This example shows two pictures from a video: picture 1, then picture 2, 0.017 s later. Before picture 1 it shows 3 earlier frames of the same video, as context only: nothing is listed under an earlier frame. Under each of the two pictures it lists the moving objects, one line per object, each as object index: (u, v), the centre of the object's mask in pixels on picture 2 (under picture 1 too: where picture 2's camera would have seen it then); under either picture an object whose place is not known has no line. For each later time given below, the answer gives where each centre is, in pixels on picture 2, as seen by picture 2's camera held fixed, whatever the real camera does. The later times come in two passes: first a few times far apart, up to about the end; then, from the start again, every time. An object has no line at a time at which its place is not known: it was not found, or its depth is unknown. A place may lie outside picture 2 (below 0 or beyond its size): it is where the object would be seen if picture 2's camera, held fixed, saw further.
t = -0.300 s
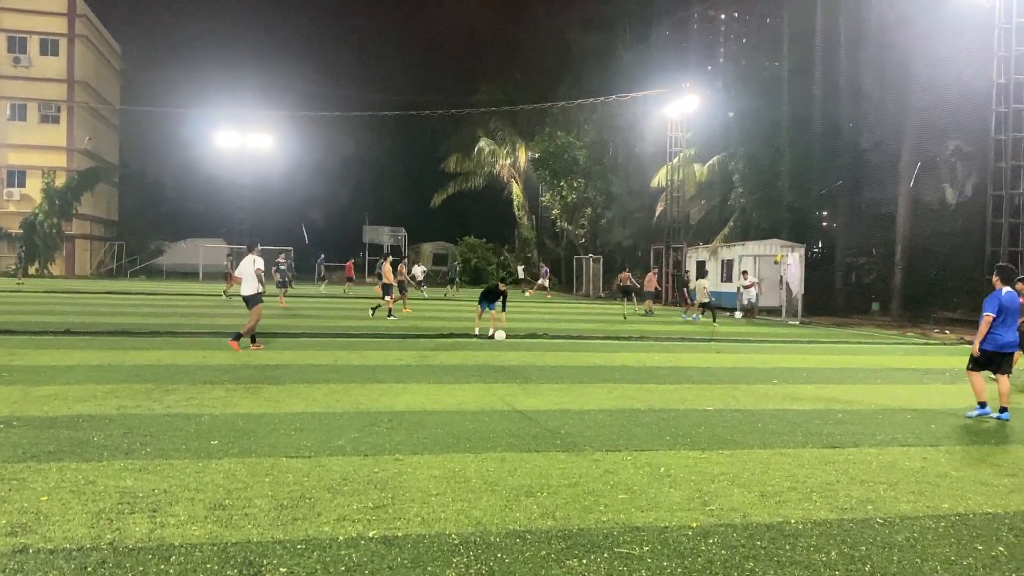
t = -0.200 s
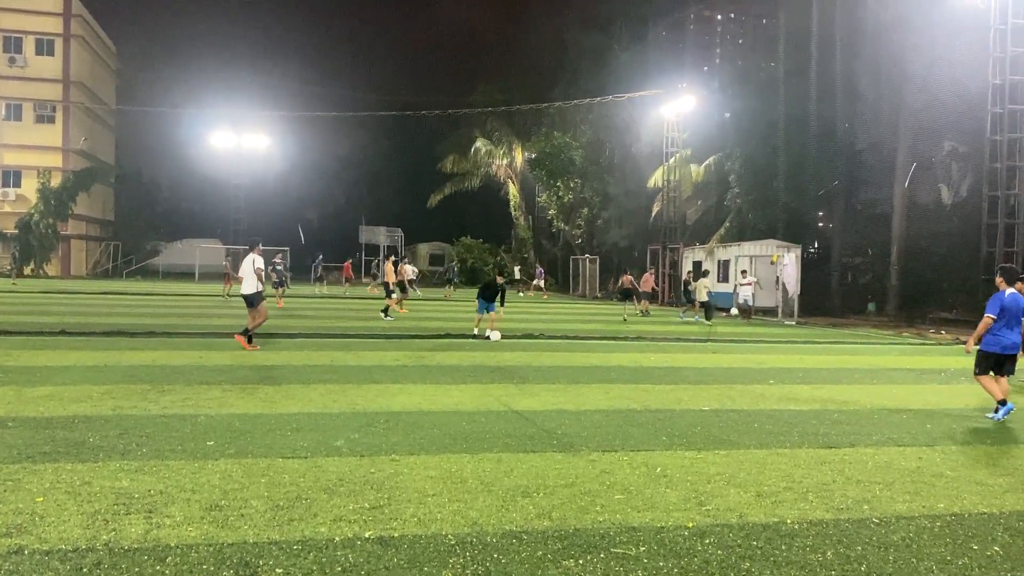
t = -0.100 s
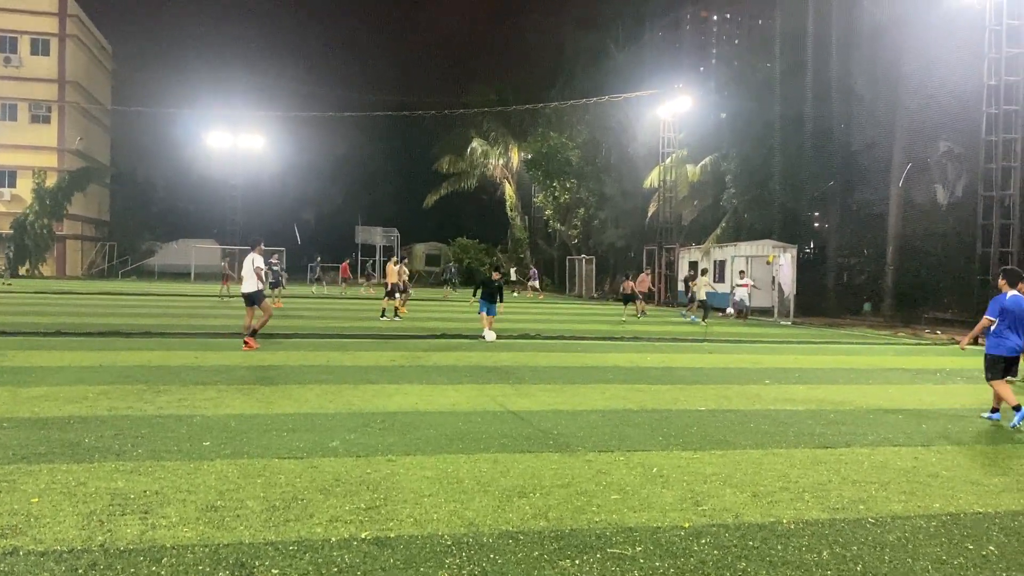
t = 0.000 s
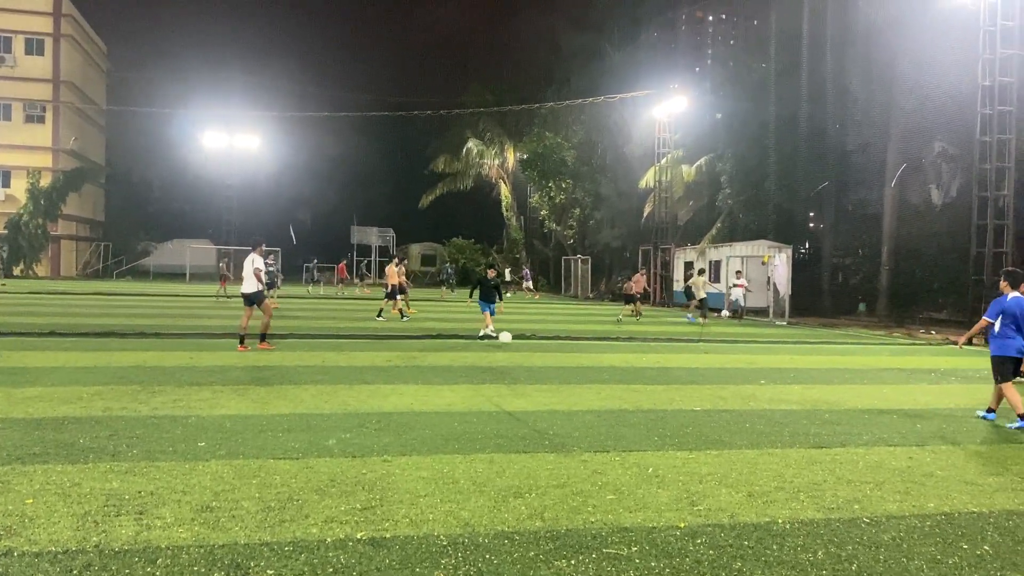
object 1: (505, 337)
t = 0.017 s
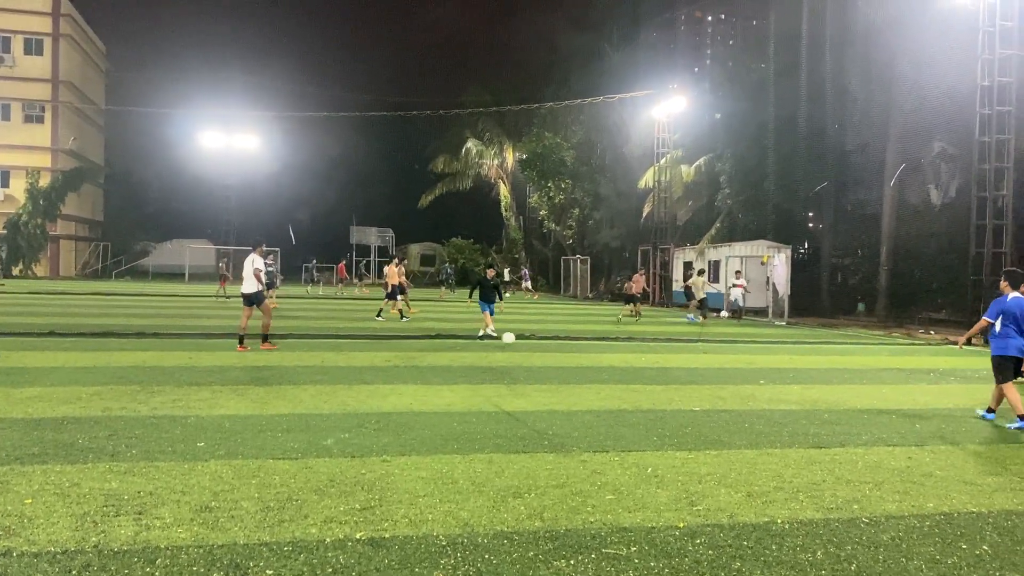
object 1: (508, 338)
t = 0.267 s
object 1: (571, 354)
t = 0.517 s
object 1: (639, 367)
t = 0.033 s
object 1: (512, 339)
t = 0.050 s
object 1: (516, 340)
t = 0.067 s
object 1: (520, 341)
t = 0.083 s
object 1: (524, 342)
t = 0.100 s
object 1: (528, 344)
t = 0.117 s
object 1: (532, 345)
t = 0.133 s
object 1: (536, 347)
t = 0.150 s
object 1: (541, 349)
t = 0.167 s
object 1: (545, 350)
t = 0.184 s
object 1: (549, 351)
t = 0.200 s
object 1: (553, 351)
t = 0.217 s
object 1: (558, 352)
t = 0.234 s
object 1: (562, 352)
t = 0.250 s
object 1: (567, 353)
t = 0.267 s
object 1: (571, 354)
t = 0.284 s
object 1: (576, 356)
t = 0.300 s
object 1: (580, 357)
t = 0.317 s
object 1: (585, 359)
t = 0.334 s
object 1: (589, 359)
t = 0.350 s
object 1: (593, 360)
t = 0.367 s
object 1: (598, 360)
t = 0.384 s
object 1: (603, 361)
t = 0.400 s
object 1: (607, 362)
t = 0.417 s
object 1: (612, 363)
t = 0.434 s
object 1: (617, 364)
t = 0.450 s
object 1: (622, 366)
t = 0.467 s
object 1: (627, 368)
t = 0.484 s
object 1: (631, 368)
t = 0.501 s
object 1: (635, 368)
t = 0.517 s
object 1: (639, 367)
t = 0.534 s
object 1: (644, 367)
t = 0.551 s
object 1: (648, 368)
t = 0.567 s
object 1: (653, 368)
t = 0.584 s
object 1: (658, 368)
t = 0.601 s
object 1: (662, 369)
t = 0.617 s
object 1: (667, 371)
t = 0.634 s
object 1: (671, 372)
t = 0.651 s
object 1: (676, 374)
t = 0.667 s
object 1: (681, 376)
